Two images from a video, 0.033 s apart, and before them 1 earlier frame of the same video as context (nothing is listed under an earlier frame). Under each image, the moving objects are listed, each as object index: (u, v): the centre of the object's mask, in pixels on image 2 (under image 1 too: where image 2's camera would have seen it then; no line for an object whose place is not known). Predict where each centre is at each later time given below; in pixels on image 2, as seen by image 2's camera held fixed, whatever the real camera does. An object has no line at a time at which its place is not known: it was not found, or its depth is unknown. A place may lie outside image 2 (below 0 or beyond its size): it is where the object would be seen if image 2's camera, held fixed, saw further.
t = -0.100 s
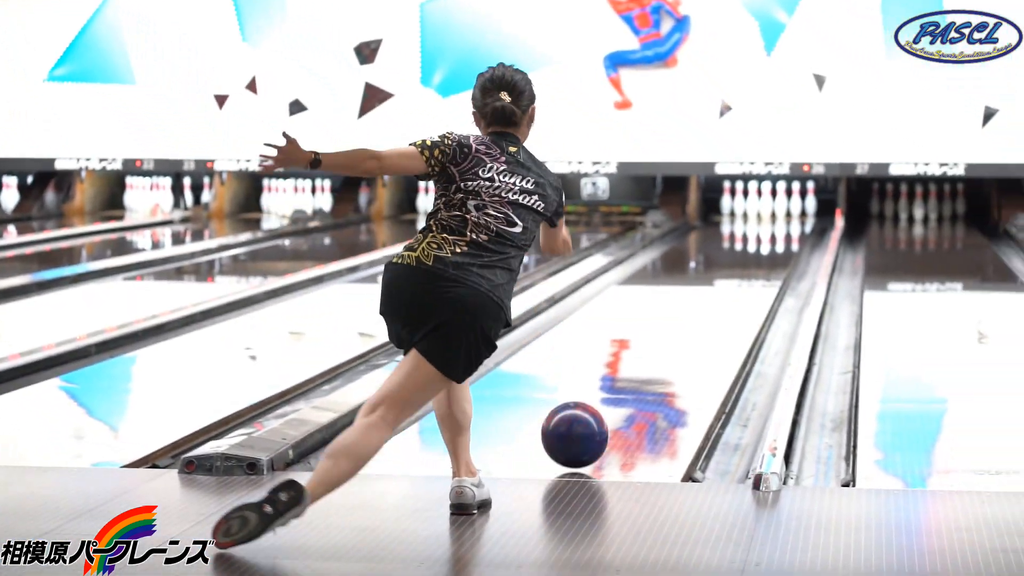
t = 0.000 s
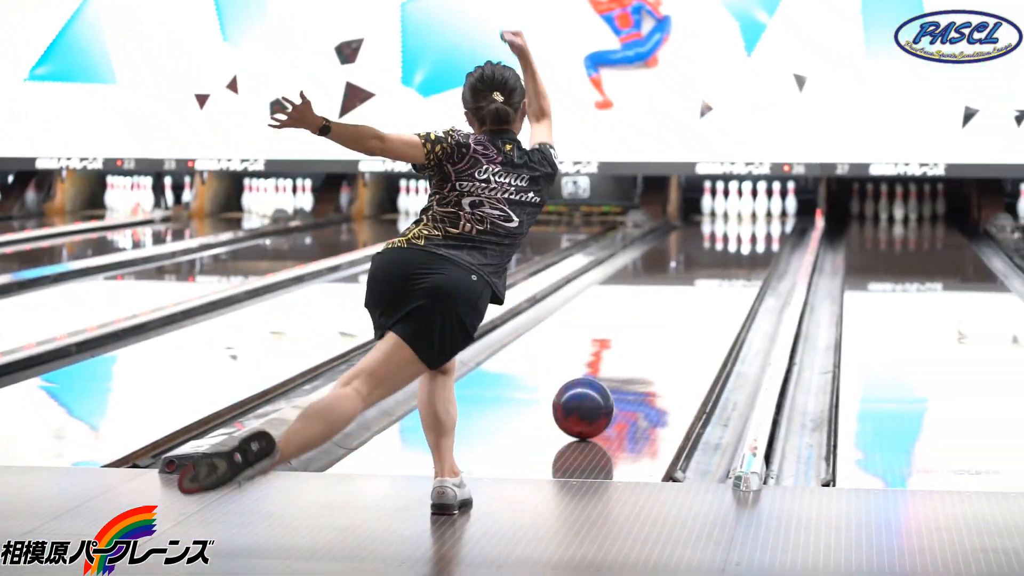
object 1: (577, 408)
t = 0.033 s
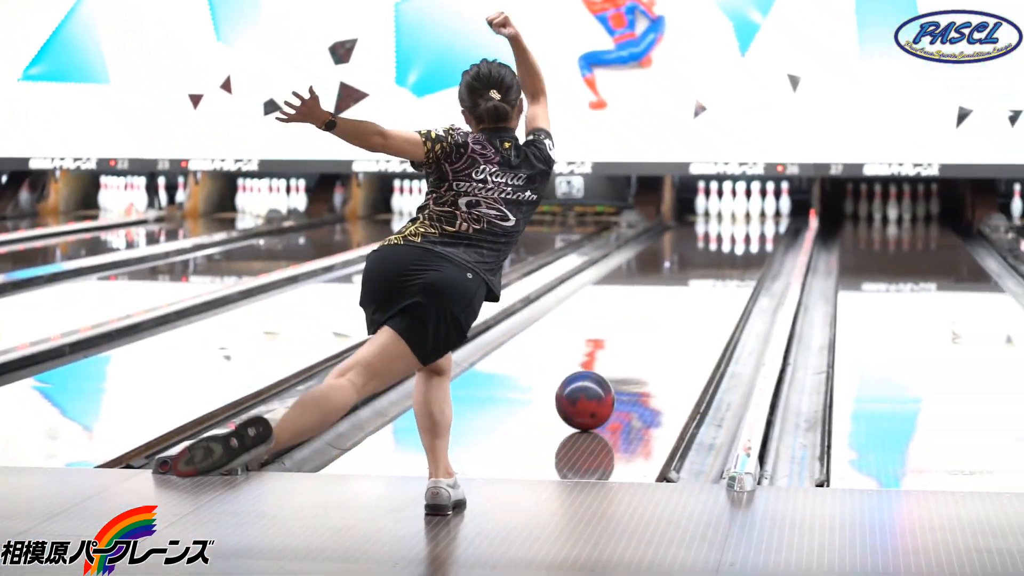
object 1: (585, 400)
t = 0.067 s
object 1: (592, 393)
